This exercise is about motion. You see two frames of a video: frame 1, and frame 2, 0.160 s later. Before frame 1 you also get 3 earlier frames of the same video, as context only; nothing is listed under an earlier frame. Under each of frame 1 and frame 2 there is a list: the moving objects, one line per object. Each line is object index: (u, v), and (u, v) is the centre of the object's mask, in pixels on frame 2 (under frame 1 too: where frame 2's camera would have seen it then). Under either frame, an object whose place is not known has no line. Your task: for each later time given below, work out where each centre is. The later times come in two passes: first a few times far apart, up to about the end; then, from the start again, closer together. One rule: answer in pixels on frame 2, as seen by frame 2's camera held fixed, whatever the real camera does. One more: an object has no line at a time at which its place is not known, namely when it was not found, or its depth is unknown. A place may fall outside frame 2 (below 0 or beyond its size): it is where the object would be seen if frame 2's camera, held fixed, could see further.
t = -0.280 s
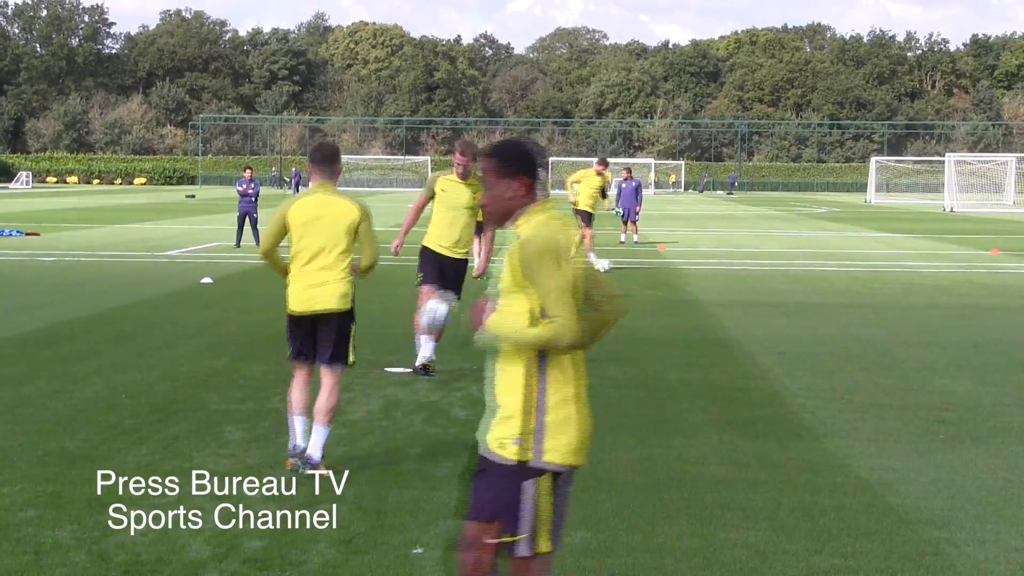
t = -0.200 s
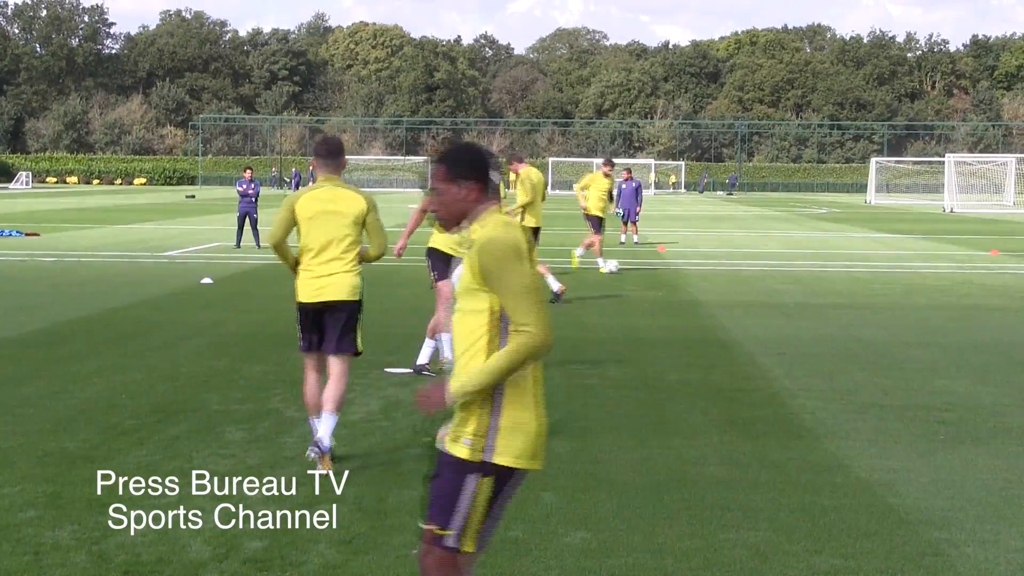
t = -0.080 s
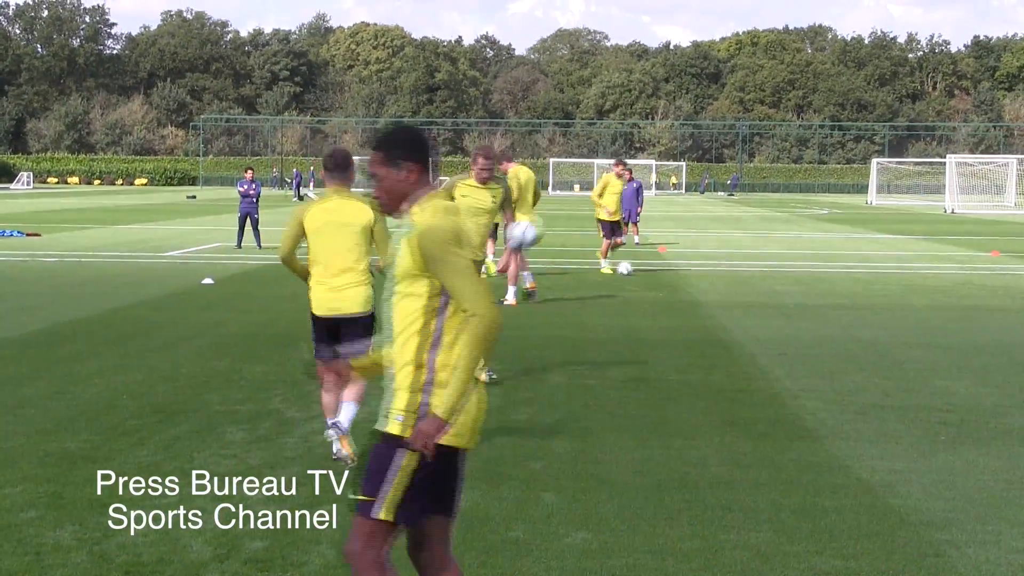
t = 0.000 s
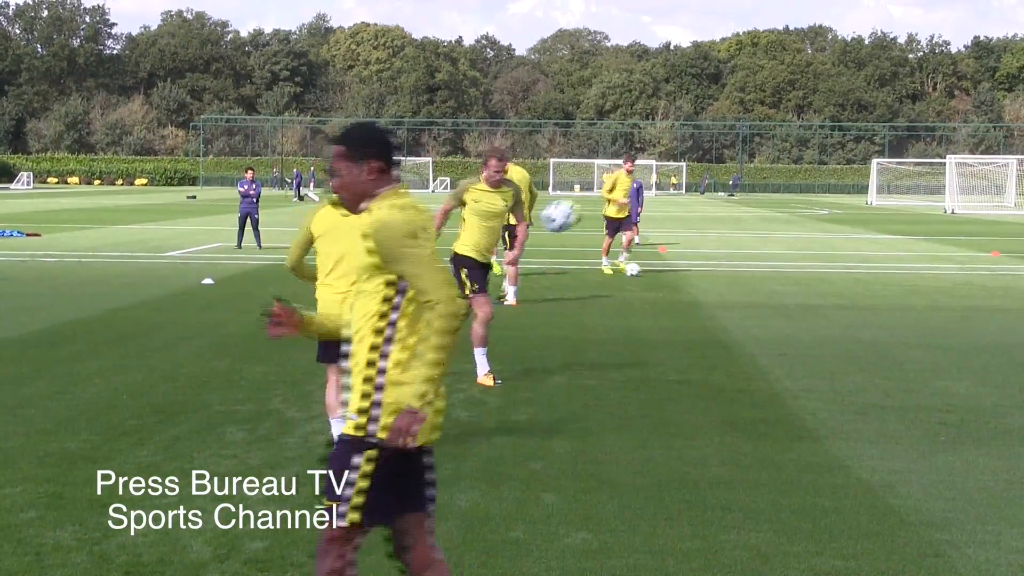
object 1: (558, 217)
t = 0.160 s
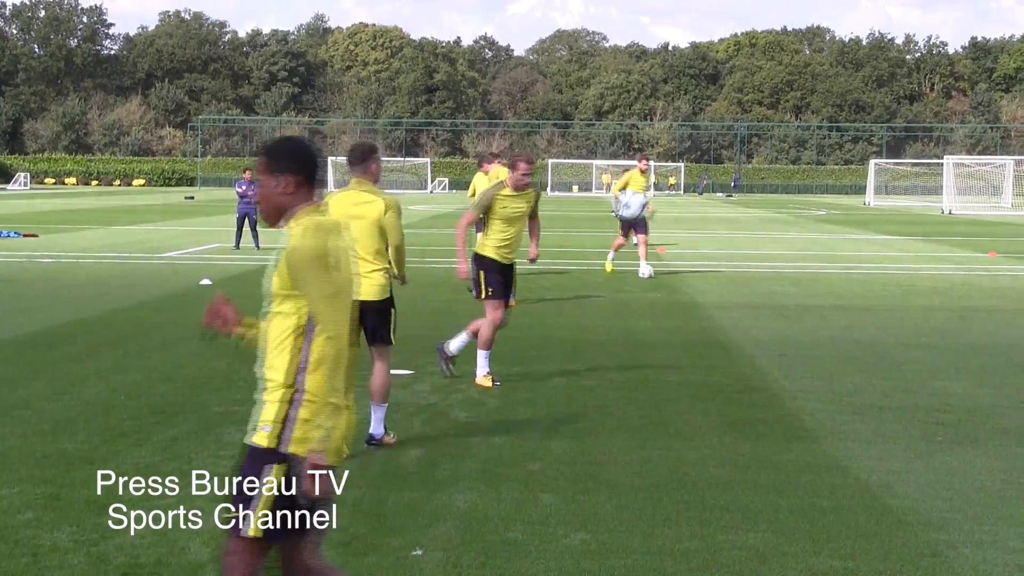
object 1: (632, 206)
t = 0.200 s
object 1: (649, 208)
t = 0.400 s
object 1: (752, 260)
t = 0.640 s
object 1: (886, 414)
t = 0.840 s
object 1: (973, 359)
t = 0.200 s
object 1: (649, 208)
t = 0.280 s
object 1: (692, 223)
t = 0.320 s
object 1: (713, 234)
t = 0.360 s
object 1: (733, 248)
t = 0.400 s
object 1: (752, 260)
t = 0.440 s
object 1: (776, 282)
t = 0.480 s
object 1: (796, 301)
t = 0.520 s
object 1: (818, 326)
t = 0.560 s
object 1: (840, 353)
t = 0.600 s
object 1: (863, 383)
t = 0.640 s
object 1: (886, 414)
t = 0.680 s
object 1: (905, 411)
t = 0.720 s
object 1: (922, 395)
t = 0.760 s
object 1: (939, 381)
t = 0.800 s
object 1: (957, 369)
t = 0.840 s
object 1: (973, 359)
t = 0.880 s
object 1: (991, 352)
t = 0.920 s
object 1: (1008, 348)
